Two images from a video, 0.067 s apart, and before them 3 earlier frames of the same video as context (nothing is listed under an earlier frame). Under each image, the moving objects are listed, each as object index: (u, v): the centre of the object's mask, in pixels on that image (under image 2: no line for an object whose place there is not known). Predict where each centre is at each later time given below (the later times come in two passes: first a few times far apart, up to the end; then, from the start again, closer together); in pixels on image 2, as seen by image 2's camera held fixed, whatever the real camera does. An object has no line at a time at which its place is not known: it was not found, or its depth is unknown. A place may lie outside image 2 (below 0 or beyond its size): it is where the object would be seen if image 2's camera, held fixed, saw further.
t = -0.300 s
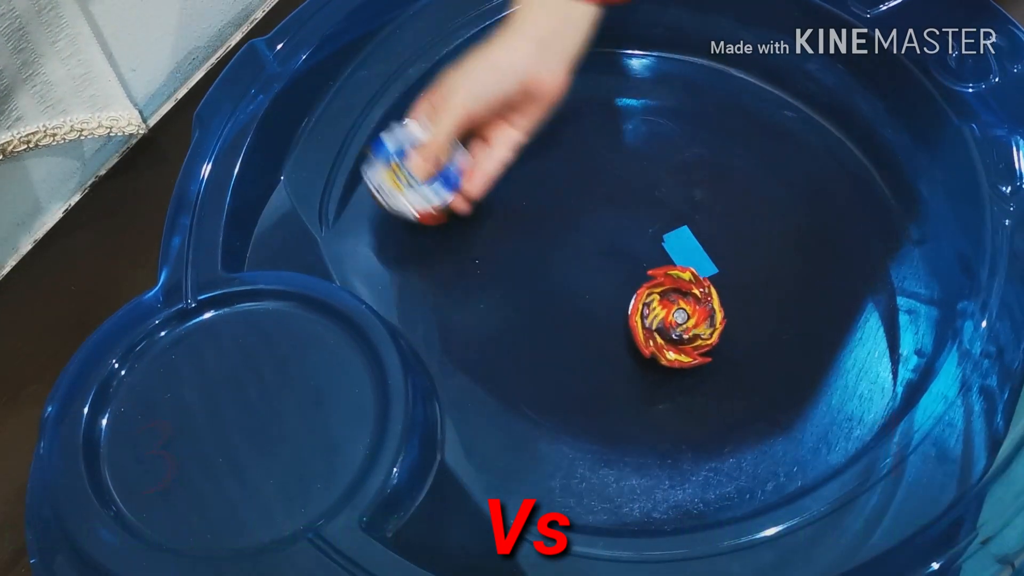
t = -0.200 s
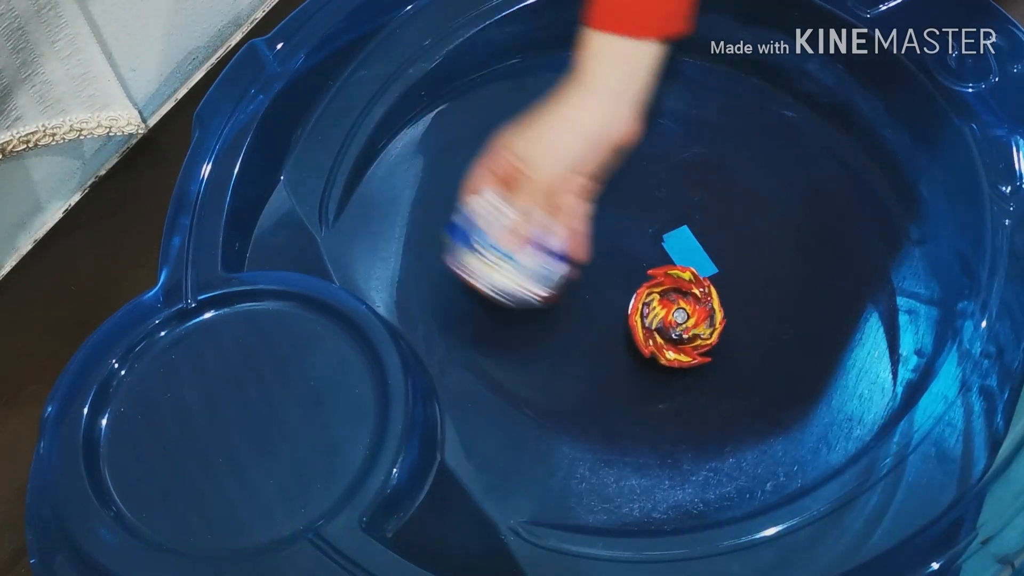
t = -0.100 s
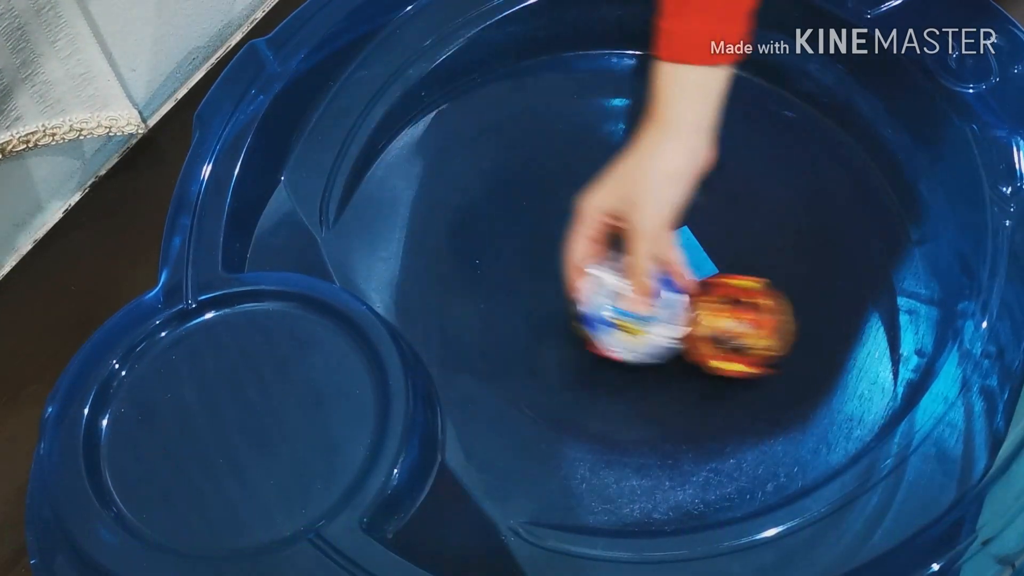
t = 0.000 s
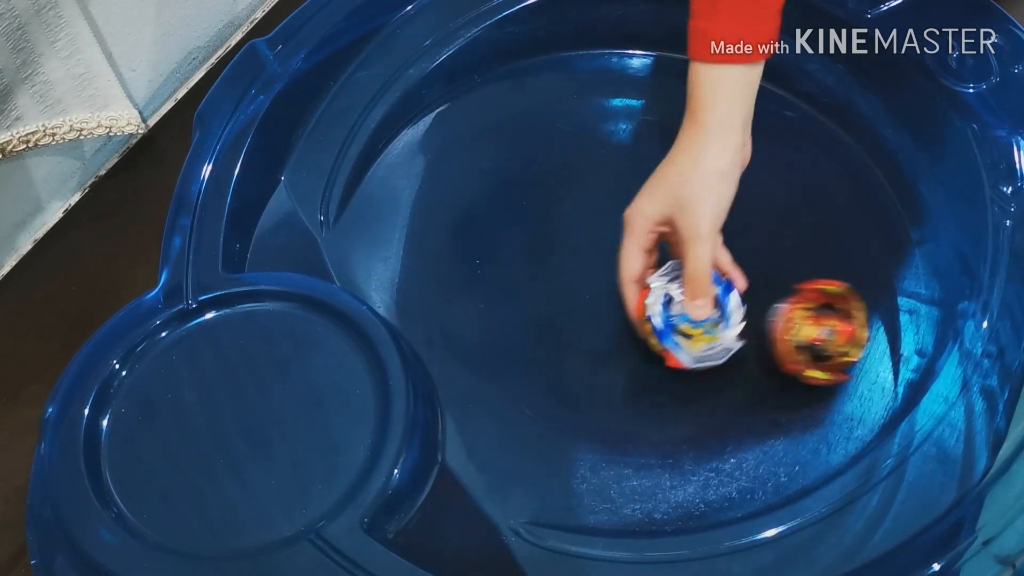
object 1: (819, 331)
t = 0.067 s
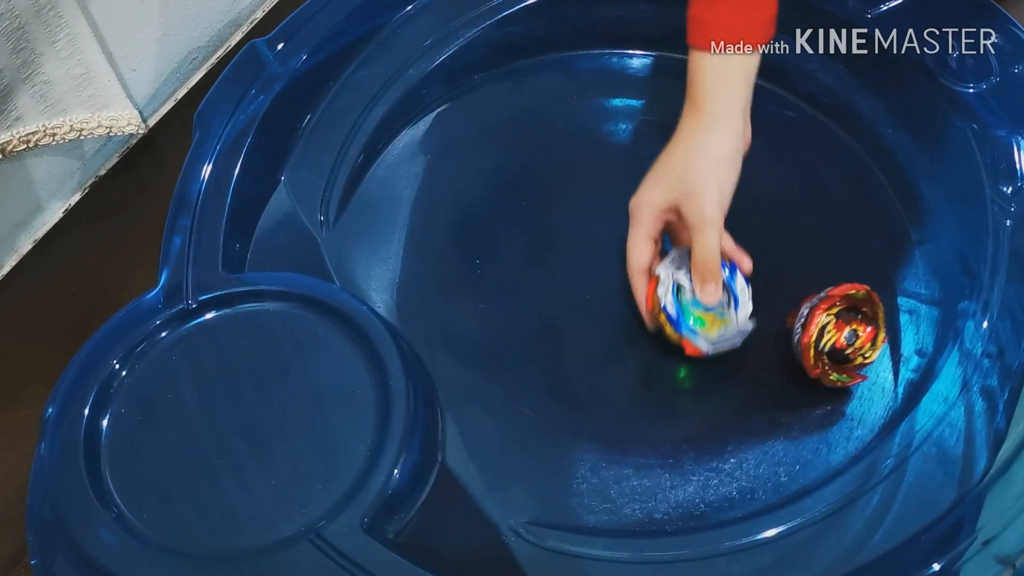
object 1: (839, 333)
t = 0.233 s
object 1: (827, 330)
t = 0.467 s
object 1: (777, 304)
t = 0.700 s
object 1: (749, 299)
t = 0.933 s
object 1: (747, 299)
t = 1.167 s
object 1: (748, 299)
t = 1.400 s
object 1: (746, 292)
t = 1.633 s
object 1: (748, 299)
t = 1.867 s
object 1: (748, 299)
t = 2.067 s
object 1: (748, 299)
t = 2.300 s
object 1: (748, 299)
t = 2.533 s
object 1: (748, 299)
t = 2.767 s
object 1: (748, 299)
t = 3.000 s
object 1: (748, 299)
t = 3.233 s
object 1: (748, 299)
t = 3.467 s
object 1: (748, 299)
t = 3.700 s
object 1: (748, 299)
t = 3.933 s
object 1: (748, 299)
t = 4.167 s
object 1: (748, 299)
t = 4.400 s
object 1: (748, 299)
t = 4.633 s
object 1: (748, 299)
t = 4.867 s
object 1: (748, 299)
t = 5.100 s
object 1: (748, 299)
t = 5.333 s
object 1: (748, 299)
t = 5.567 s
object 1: (748, 299)
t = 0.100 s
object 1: (840, 333)
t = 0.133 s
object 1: (839, 333)
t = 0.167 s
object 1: (838, 333)
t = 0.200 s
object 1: (833, 332)
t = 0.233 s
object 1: (827, 330)
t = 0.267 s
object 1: (821, 324)
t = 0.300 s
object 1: (814, 318)
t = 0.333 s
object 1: (808, 313)
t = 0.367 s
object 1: (800, 311)
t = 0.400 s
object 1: (792, 308)
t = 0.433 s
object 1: (784, 306)
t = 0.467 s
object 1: (777, 304)
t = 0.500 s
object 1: (770, 303)
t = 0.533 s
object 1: (765, 302)
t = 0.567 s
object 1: (760, 301)
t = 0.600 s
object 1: (756, 300)
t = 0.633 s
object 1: (753, 299)
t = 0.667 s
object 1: (750, 299)
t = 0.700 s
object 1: (749, 299)
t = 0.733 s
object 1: (748, 299)
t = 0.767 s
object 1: (747, 299)
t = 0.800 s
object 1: (747, 299)
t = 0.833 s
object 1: (747, 299)
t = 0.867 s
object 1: (747, 299)
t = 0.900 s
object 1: (748, 299)
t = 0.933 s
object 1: (747, 299)
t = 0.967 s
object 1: (747, 299)
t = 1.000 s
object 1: (747, 299)
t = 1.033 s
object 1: (747, 299)
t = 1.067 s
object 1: (748, 299)
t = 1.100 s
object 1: (747, 299)
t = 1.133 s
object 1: (748, 299)
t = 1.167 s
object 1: (748, 299)
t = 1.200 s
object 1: (748, 299)
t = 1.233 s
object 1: (748, 299)
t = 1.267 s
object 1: (748, 299)
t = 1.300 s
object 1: (748, 299)
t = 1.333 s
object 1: (748, 299)
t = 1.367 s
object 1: (747, 298)
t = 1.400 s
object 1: (746, 292)
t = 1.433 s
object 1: (745, 289)
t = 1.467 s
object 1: (746, 291)
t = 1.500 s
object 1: (748, 297)
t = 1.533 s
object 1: (748, 299)
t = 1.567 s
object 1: (748, 299)
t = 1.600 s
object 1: (748, 299)
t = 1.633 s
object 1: (748, 299)
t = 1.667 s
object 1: (748, 299)
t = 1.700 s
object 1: (748, 299)
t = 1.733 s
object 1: (748, 299)
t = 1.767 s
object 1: (748, 299)
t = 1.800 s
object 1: (748, 299)
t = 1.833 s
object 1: (748, 299)
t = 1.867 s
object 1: (748, 299)
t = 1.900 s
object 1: (748, 299)
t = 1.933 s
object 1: (748, 299)
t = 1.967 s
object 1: (748, 299)
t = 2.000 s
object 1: (748, 299)
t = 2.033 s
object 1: (748, 299)
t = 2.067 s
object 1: (748, 299)
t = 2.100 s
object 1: (748, 299)
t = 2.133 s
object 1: (748, 299)
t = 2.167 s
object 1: (748, 299)
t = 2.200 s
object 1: (748, 299)
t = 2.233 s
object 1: (748, 299)
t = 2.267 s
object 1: (748, 299)
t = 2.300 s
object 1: (748, 299)
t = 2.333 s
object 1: (748, 299)
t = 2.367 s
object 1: (748, 299)
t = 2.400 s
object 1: (748, 299)
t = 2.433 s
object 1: (748, 299)
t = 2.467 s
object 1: (748, 299)
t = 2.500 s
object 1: (748, 299)
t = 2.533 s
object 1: (748, 299)
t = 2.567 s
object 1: (748, 299)
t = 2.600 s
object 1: (748, 299)
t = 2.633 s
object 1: (748, 299)
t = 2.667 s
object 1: (748, 299)
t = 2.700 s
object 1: (748, 299)
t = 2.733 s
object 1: (748, 299)
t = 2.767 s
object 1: (748, 299)
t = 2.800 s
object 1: (748, 299)
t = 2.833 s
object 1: (748, 299)
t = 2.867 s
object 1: (748, 299)
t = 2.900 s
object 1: (748, 299)
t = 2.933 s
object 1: (748, 299)
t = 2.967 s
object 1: (748, 299)
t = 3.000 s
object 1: (748, 299)
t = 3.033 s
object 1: (748, 299)
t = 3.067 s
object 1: (748, 299)
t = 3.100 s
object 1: (748, 299)
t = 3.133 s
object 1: (748, 299)
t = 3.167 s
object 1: (748, 299)
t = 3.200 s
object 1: (748, 299)
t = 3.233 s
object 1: (748, 299)
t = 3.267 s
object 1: (748, 299)
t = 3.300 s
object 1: (748, 299)
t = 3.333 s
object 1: (748, 299)
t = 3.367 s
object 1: (748, 299)
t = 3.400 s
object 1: (748, 299)
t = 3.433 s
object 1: (748, 299)
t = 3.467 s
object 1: (748, 299)
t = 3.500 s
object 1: (748, 299)
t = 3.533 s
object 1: (748, 299)
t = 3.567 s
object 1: (748, 299)
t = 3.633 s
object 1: (748, 299)
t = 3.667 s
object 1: (748, 299)
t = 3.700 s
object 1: (748, 299)
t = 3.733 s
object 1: (748, 299)
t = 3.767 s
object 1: (748, 299)
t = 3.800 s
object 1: (748, 299)
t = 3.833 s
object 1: (748, 299)
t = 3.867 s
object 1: (748, 299)
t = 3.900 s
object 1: (748, 299)
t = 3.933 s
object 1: (748, 299)
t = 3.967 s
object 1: (748, 299)
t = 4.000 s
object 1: (748, 299)
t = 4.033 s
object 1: (748, 299)
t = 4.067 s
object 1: (748, 299)
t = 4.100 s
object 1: (748, 299)
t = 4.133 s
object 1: (748, 299)
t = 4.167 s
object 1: (748, 299)
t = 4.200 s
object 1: (748, 299)
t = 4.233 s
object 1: (748, 299)
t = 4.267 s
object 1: (748, 299)
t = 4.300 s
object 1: (748, 299)
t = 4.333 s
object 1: (748, 299)
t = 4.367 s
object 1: (748, 299)
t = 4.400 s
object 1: (748, 299)
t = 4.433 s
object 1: (748, 299)
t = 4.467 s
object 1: (748, 299)
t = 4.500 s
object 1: (748, 299)
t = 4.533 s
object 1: (748, 299)
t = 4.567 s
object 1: (748, 299)
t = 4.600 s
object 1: (748, 299)
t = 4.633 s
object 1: (748, 299)
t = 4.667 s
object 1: (748, 299)
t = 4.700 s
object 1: (748, 299)
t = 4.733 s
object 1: (748, 299)
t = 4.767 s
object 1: (748, 299)
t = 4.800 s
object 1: (748, 299)
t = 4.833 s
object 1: (748, 299)
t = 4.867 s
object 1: (748, 299)
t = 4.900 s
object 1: (748, 299)
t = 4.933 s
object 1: (748, 299)
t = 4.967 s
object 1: (748, 299)
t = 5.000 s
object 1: (748, 299)
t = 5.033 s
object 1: (748, 299)
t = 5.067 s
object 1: (748, 299)
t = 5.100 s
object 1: (748, 299)
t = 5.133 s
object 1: (748, 299)
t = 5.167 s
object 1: (748, 299)
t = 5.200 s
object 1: (748, 299)
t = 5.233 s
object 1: (748, 299)
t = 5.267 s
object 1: (748, 299)
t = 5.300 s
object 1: (748, 299)
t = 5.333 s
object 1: (748, 299)
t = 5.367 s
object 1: (748, 299)
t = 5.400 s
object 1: (747, 299)
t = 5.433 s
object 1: (748, 299)
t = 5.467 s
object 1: (748, 299)
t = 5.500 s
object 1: (748, 299)
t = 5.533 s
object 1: (748, 299)
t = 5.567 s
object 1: (748, 299)
